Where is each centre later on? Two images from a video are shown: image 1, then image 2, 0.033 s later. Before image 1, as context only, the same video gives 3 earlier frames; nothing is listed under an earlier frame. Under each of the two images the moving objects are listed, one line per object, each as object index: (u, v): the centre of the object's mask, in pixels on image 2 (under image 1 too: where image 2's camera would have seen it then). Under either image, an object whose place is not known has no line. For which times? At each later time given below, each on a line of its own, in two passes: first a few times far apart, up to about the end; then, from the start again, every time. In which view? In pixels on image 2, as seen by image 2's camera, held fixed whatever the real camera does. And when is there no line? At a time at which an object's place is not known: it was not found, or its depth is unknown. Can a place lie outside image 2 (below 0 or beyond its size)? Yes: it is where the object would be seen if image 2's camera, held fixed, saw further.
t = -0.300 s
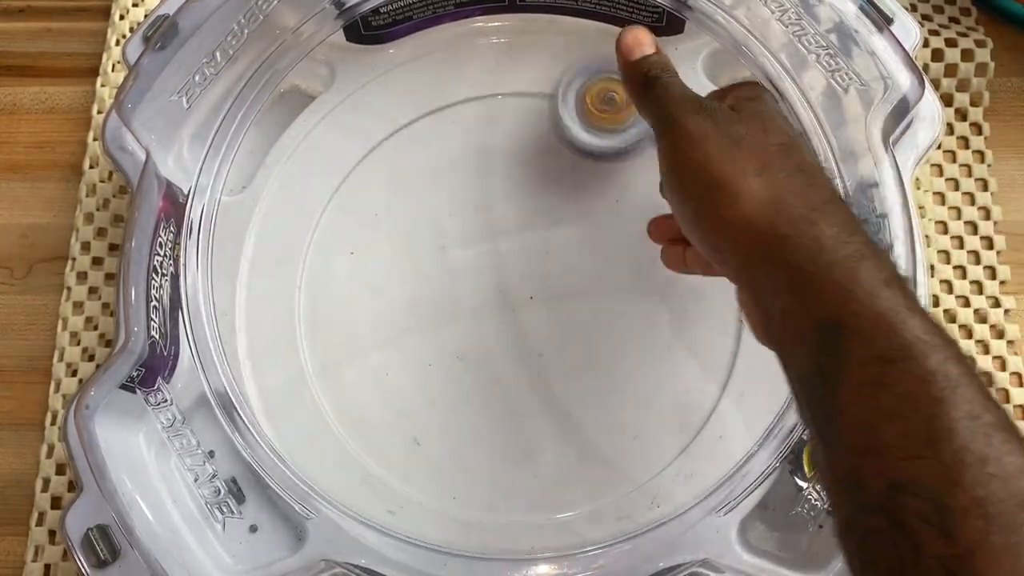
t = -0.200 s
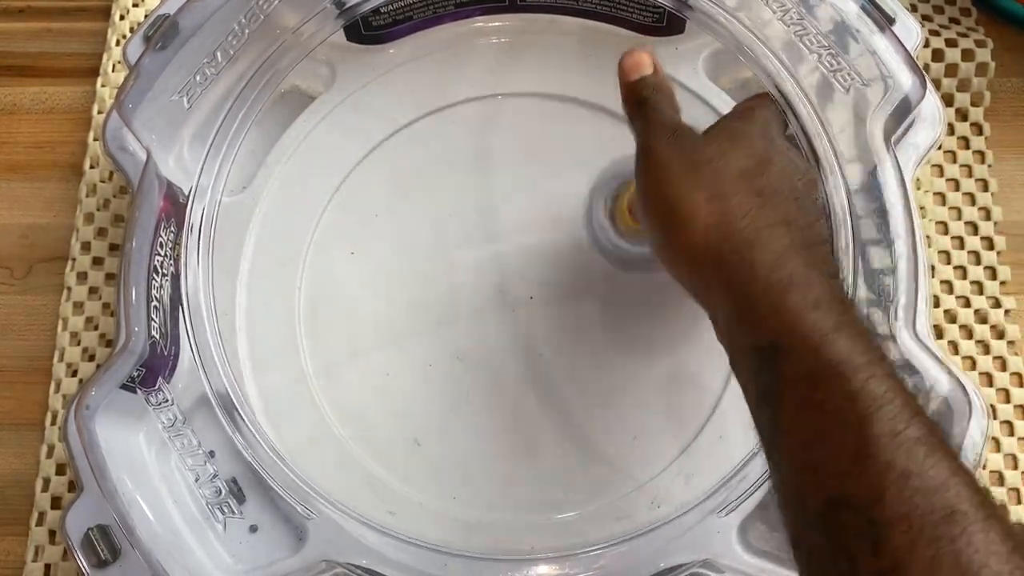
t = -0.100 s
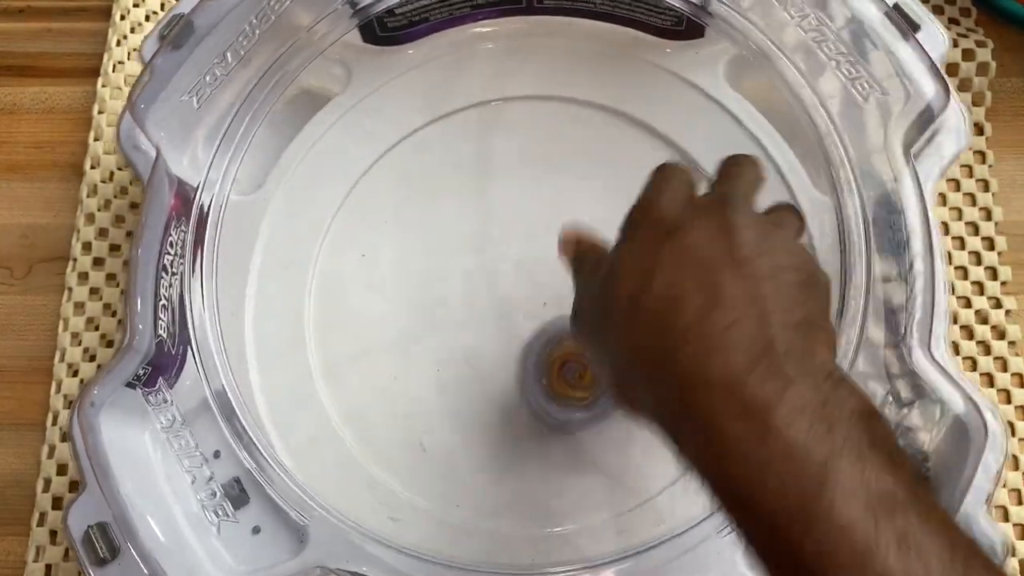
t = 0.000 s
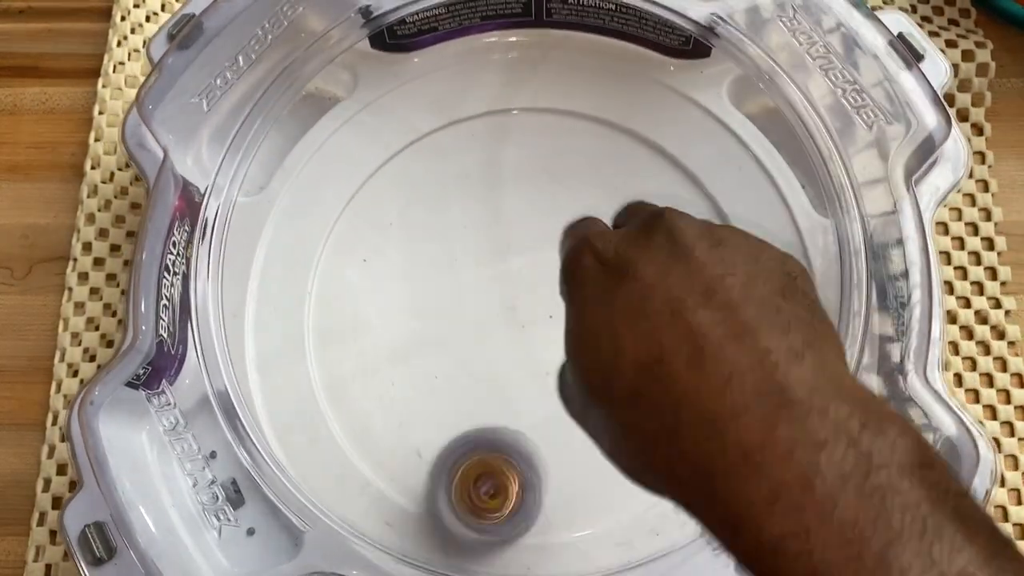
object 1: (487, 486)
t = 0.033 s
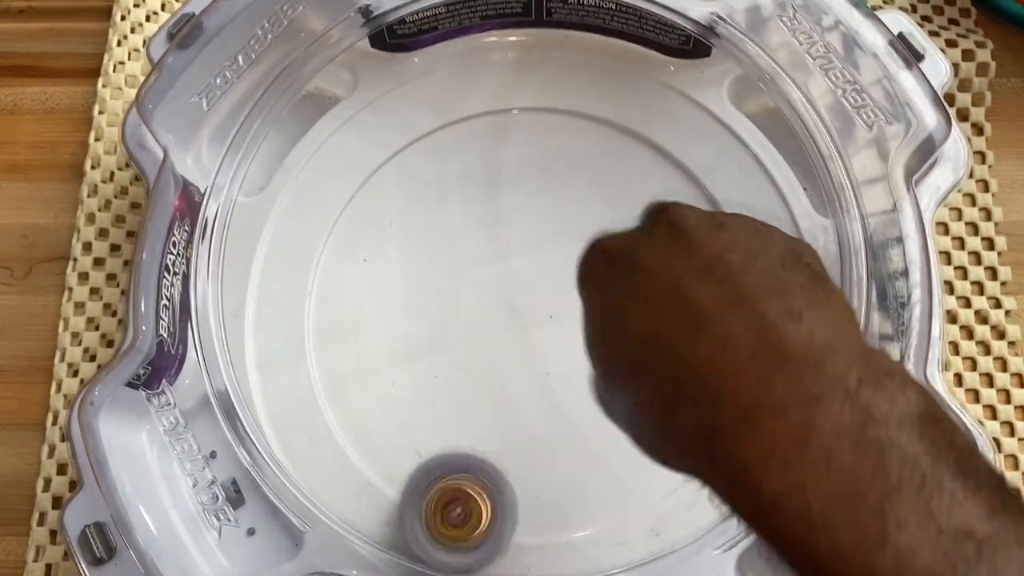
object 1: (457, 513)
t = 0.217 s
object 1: (383, 400)
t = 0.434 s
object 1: (407, 239)
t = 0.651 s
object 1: (557, 277)
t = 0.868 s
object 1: (552, 421)
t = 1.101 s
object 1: (438, 388)
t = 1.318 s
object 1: (503, 325)
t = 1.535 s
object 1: (549, 333)
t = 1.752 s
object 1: (543, 352)
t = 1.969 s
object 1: (534, 349)
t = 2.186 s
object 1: (530, 315)
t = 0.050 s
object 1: (445, 512)
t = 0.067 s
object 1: (436, 503)
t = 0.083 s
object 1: (428, 491)
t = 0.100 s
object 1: (422, 482)
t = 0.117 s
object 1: (415, 474)
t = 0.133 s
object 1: (408, 462)
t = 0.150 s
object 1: (403, 449)
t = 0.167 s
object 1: (397, 440)
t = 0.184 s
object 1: (393, 425)
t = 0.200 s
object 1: (387, 412)
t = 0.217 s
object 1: (383, 400)
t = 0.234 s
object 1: (379, 389)
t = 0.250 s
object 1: (375, 373)
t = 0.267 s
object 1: (370, 359)
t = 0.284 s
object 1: (369, 346)
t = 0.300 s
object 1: (366, 332)
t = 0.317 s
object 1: (365, 318)
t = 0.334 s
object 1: (366, 304)
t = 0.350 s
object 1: (368, 291)
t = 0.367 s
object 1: (373, 278)
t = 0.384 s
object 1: (381, 266)
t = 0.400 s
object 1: (388, 256)
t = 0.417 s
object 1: (397, 247)
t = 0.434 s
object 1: (407, 239)
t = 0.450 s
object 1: (418, 233)
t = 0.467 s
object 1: (431, 229)
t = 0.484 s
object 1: (446, 226)
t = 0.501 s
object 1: (456, 225)
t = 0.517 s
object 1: (469, 225)
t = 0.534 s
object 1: (484, 228)
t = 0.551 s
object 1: (494, 231)
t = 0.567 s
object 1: (505, 234)
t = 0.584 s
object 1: (518, 241)
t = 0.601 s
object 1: (528, 247)
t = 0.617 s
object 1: (537, 254)
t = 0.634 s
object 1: (548, 265)
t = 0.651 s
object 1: (557, 277)
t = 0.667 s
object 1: (562, 286)
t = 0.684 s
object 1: (570, 298)
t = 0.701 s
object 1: (576, 310)
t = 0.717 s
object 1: (578, 318)
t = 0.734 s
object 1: (581, 332)
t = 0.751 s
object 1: (582, 345)
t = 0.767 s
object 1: (580, 356)
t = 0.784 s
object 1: (579, 368)
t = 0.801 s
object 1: (578, 381)
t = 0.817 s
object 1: (573, 391)
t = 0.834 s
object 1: (567, 402)
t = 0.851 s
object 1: (560, 412)
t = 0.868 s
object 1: (552, 421)
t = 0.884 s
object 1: (542, 426)
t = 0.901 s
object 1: (531, 432)
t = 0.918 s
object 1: (521, 436)
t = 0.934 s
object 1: (508, 440)
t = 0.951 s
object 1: (497, 440)
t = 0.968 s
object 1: (486, 439)
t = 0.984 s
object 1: (475, 437)
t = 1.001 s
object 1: (466, 432)
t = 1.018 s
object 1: (459, 428)
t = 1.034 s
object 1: (452, 421)
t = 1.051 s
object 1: (445, 414)
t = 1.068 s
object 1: (442, 404)
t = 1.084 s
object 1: (440, 396)
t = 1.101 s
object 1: (438, 388)
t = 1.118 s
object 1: (440, 379)
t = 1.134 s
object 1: (442, 372)
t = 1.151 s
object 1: (444, 363)
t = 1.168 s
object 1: (449, 355)
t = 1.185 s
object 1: (454, 349)
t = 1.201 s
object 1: (460, 342)
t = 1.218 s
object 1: (466, 339)
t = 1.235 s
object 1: (472, 335)
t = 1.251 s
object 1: (479, 331)
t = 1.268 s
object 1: (486, 328)
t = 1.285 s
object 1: (492, 326)
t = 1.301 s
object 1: (498, 326)
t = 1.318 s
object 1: (503, 325)
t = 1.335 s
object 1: (509, 324)
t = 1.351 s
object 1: (514, 325)
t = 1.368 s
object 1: (519, 324)
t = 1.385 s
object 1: (524, 325)
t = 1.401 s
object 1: (526, 326)
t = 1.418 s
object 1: (531, 326)
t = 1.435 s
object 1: (535, 327)
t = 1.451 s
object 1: (538, 327)
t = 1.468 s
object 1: (542, 329)
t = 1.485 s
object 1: (543, 330)
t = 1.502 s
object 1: (545, 331)
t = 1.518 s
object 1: (547, 333)
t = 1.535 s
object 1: (549, 333)
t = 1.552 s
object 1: (551, 335)
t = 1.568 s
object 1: (551, 336)
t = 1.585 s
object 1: (552, 337)
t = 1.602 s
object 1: (551, 338)
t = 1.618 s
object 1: (551, 338)
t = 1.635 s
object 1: (551, 339)
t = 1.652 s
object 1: (550, 340)
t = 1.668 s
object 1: (549, 341)
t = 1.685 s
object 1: (549, 342)
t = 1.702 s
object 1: (549, 344)
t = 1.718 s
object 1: (546, 347)
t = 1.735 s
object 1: (546, 350)
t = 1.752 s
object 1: (543, 352)
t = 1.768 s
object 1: (543, 352)
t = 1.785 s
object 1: (541, 354)
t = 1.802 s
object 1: (539, 356)
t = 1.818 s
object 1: (537, 355)
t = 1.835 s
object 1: (535, 356)
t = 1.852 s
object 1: (535, 355)
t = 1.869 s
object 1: (536, 357)
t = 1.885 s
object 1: (536, 355)
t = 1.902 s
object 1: (535, 356)
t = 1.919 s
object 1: (536, 354)
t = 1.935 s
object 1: (536, 353)
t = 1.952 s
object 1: (535, 352)
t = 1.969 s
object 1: (534, 349)
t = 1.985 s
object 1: (532, 347)
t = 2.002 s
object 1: (532, 344)
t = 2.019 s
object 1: (531, 343)
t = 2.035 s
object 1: (530, 339)
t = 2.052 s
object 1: (530, 336)
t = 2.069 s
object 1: (530, 333)
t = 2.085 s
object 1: (530, 331)
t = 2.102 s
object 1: (531, 328)
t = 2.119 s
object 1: (530, 326)
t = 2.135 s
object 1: (532, 322)
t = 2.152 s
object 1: (531, 320)
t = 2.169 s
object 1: (531, 317)
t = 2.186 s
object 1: (530, 315)
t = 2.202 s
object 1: (532, 312)
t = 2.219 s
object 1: (533, 309)
